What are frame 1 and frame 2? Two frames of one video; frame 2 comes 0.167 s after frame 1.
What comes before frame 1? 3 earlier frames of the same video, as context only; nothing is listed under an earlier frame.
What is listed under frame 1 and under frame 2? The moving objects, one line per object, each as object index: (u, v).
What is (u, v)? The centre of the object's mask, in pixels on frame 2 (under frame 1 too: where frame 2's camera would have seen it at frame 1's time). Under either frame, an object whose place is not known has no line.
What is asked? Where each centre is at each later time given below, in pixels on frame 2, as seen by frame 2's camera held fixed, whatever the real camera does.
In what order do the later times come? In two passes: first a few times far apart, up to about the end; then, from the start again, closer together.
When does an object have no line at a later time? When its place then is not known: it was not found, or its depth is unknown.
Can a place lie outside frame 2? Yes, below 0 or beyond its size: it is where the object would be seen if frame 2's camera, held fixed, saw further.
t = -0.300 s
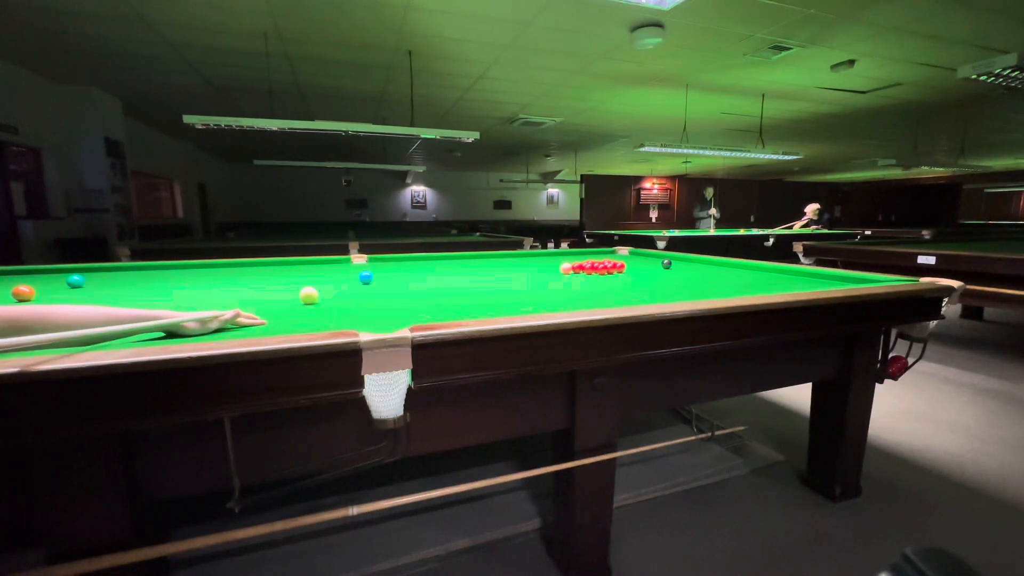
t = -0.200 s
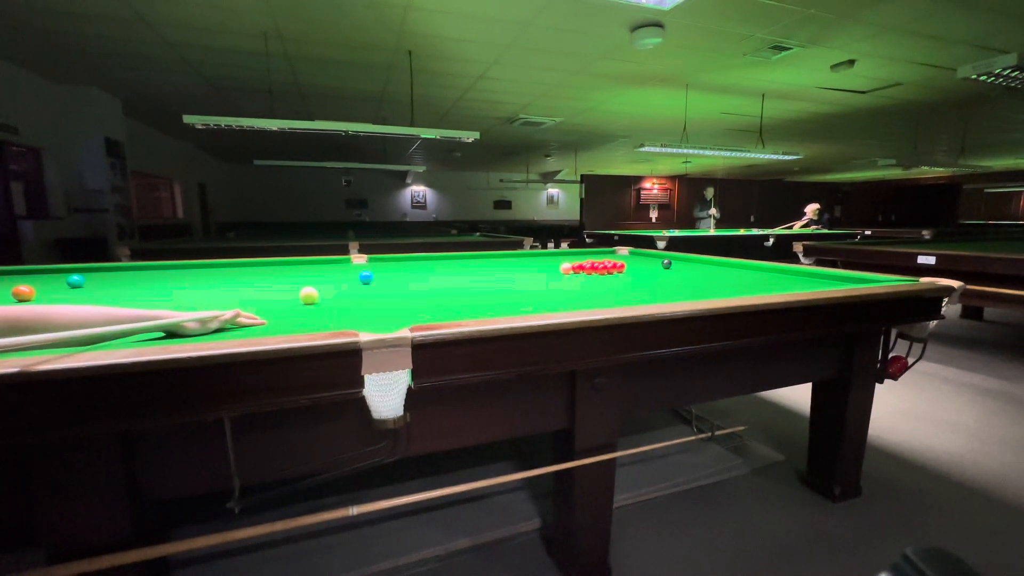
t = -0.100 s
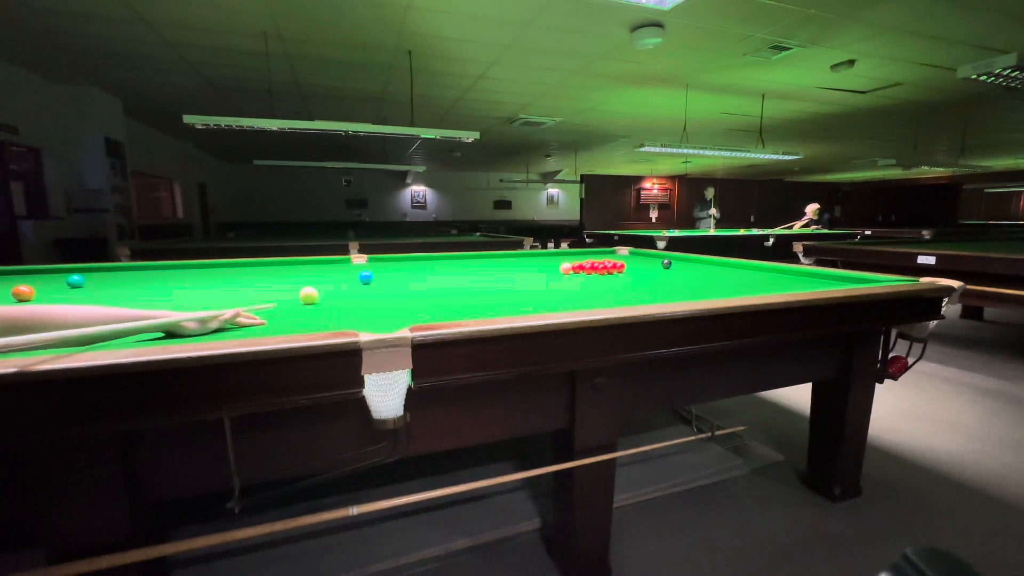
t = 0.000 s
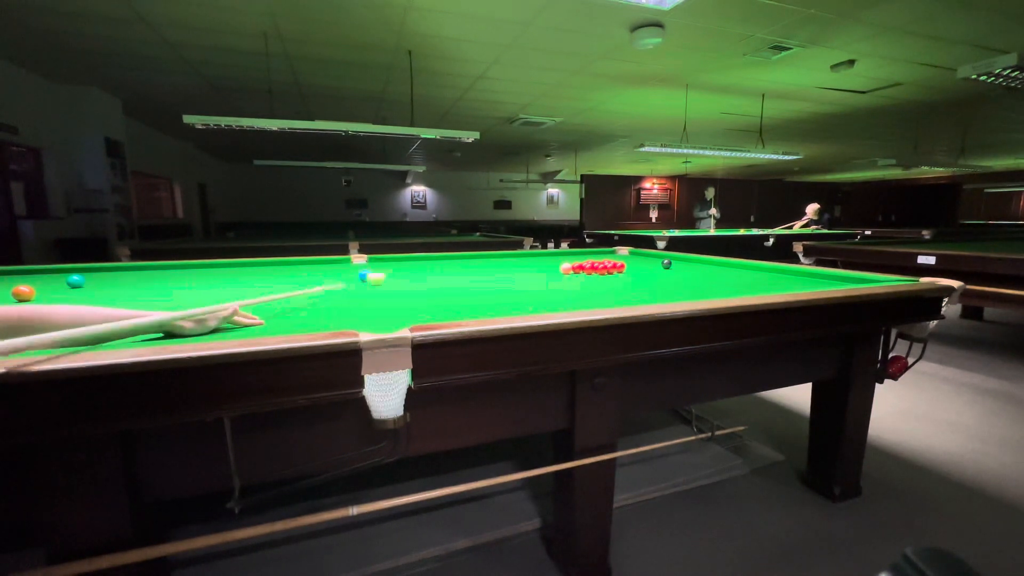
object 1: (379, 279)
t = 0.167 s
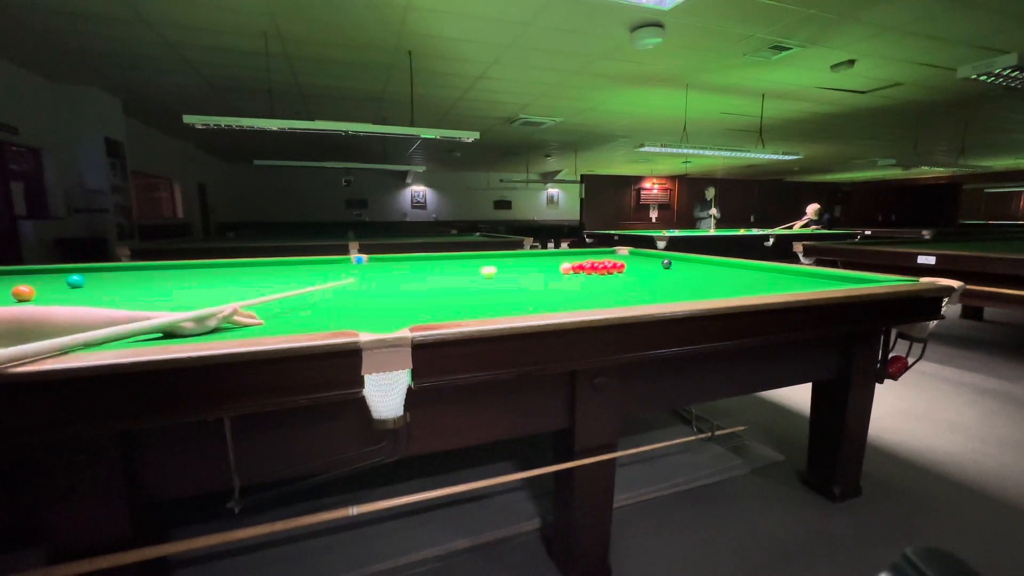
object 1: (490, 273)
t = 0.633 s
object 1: (577, 270)
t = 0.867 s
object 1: (585, 272)
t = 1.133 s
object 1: (591, 273)
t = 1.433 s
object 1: (599, 275)
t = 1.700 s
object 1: (606, 276)
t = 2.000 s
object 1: (611, 278)
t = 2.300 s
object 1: (616, 279)
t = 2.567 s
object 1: (620, 280)
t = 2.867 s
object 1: (623, 281)
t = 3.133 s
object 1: (625, 281)
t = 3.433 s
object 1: (626, 281)
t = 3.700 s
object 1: (627, 281)
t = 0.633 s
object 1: (577, 270)
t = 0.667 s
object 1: (579, 270)
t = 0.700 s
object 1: (580, 271)
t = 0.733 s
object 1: (582, 271)
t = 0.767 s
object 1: (582, 271)
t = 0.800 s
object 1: (583, 271)
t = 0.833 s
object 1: (584, 272)
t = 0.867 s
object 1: (585, 272)
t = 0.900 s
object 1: (586, 272)
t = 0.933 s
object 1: (587, 272)
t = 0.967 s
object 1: (588, 272)
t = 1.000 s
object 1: (588, 273)
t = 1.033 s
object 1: (589, 273)
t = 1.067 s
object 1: (590, 273)
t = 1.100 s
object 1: (590, 273)
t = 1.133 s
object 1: (591, 273)
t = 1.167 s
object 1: (592, 274)
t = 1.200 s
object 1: (593, 274)
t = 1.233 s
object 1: (594, 274)
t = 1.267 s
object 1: (595, 274)
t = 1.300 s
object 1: (595, 274)
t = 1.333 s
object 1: (596, 275)
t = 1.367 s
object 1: (597, 275)
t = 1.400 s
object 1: (597, 275)
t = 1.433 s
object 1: (599, 275)
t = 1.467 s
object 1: (600, 275)
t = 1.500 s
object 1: (601, 275)
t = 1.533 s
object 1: (601, 275)
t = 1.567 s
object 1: (602, 276)
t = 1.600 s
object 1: (602, 276)
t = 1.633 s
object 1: (603, 276)
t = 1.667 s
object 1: (604, 276)
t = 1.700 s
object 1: (606, 276)
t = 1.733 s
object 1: (605, 277)
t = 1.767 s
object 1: (606, 277)
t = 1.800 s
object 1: (607, 277)
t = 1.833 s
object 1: (608, 277)
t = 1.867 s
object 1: (608, 277)
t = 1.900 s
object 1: (609, 277)
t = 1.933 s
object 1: (610, 277)
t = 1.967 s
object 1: (611, 278)
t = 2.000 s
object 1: (611, 278)
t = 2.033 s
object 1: (612, 278)
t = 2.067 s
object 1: (612, 278)
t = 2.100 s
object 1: (613, 278)
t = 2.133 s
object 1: (614, 278)
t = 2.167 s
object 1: (614, 278)
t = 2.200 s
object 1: (615, 279)
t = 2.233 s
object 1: (616, 279)
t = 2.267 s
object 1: (616, 279)
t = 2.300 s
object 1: (616, 279)
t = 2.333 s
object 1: (617, 279)
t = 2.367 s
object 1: (618, 279)
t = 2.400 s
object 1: (618, 279)
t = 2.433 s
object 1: (619, 280)
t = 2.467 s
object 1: (619, 280)
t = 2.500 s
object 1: (620, 280)
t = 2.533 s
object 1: (620, 280)
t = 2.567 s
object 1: (620, 280)
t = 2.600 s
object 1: (621, 280)
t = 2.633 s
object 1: (621, 280)
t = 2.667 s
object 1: (621, 280)
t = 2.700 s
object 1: (622, 280)
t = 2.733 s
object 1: (622, 280)
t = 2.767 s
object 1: (622, 281)
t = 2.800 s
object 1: (623, 281)
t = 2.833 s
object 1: (623, 281)
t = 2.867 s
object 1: (623, 281)
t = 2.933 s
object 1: (624, 281)
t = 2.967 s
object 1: (625, 281)
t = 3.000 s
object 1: (625, 281)
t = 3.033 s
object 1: (625, 281)
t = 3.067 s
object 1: (625, 281)
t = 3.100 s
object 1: (625, 281)
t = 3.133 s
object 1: (625, 281)
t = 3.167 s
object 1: (626, 281)
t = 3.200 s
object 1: (626, 281)
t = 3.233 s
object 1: (626, 281)
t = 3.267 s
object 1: (626, 281)
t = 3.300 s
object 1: (626, 281)
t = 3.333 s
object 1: (626, 281)
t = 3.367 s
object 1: (626, 281)
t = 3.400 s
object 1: (626, 281)
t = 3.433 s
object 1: (626, 281)
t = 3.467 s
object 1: (627, 281)
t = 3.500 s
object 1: (626, 281)
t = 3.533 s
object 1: (626, 281)
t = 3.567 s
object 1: (627, 281)
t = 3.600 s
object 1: (627, 281)
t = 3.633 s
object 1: (626, 281)
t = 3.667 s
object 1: (627, 281)
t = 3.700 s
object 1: (627, 281)
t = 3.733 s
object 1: (627, 281)
